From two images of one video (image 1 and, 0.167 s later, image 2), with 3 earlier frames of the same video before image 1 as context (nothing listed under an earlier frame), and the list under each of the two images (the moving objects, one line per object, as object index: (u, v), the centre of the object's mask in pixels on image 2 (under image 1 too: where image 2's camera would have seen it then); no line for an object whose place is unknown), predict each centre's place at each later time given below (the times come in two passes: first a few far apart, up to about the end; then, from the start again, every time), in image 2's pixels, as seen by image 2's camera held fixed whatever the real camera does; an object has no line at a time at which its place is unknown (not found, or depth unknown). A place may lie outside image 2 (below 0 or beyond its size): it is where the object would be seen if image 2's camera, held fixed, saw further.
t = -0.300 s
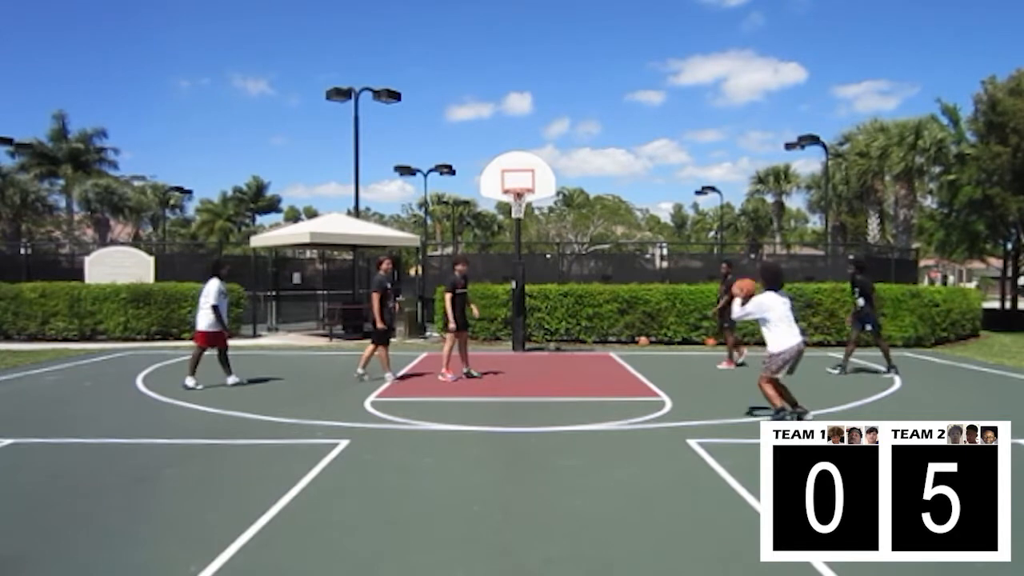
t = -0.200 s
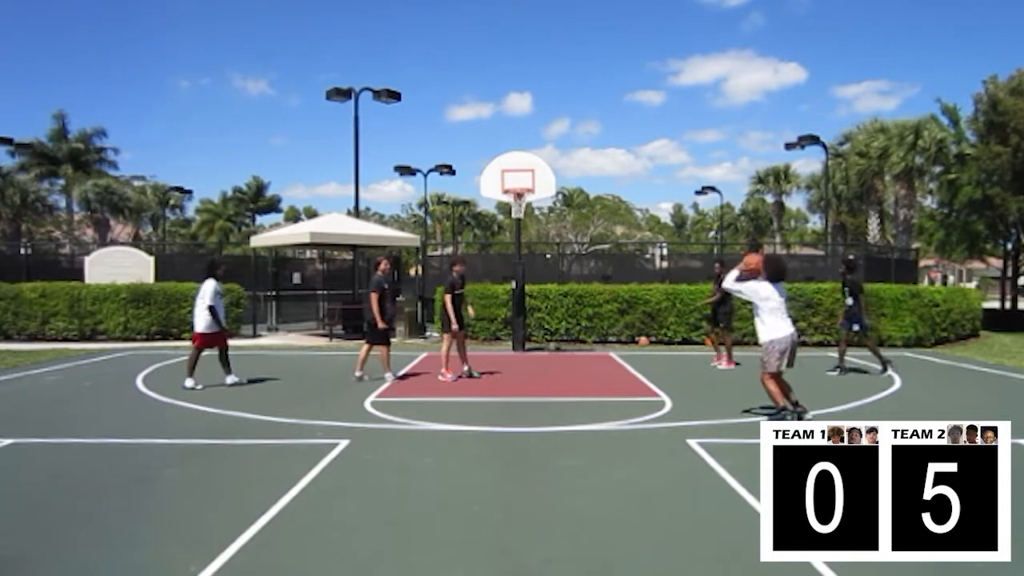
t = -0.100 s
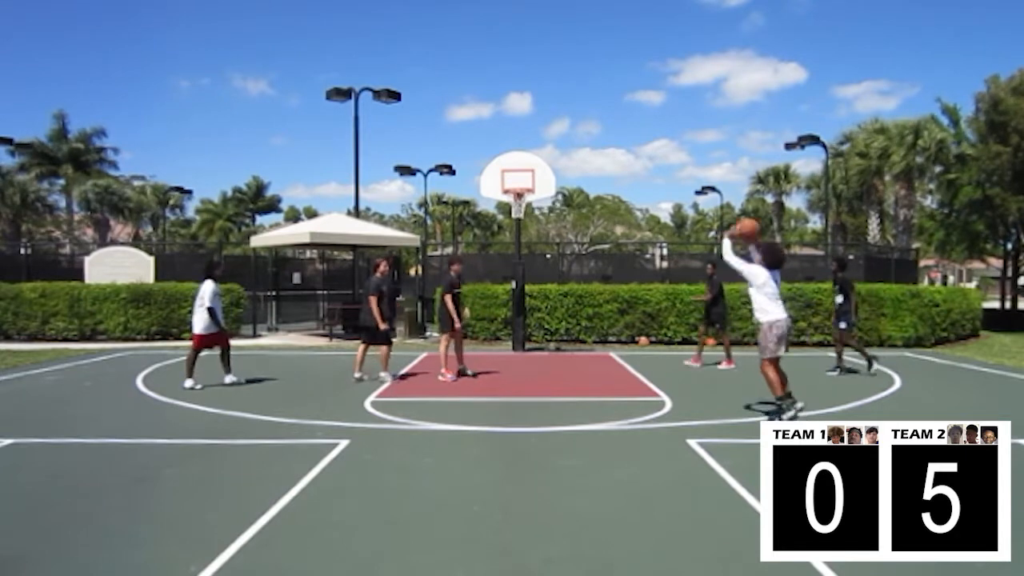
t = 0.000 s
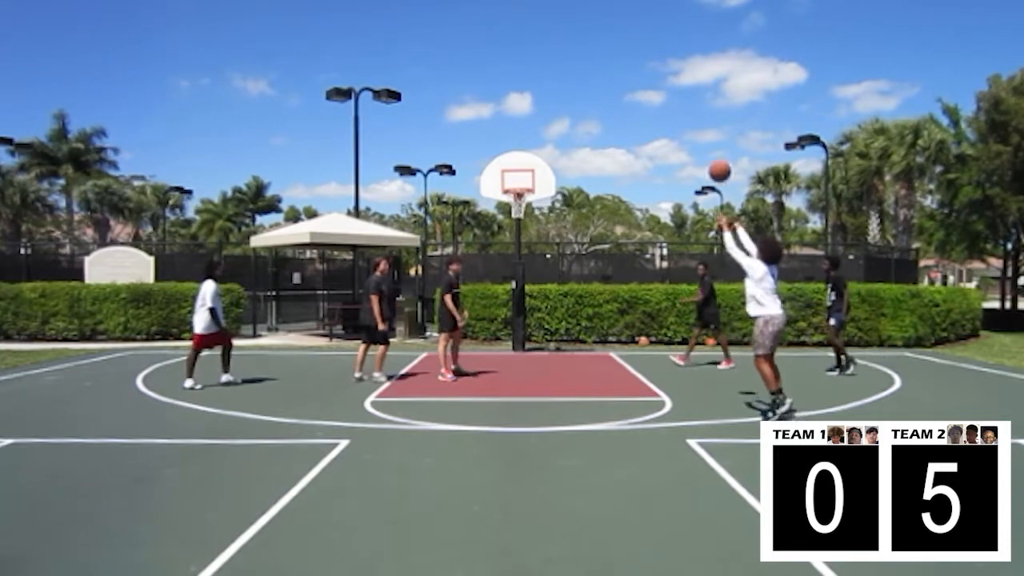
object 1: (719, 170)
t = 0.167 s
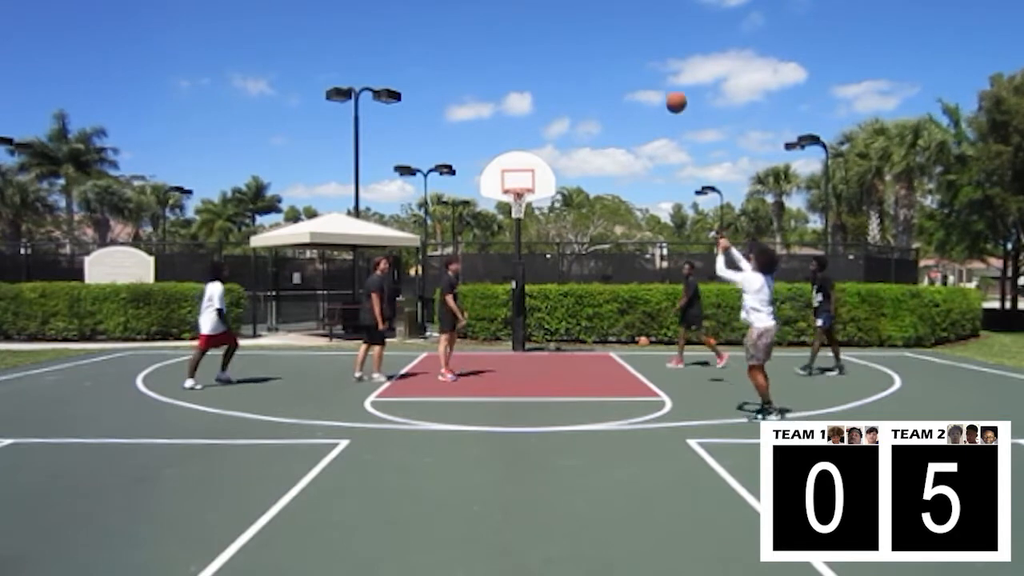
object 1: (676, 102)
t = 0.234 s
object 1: (660, 84)
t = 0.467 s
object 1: (613, 53)
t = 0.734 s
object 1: (569, 67)
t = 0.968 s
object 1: (537, 111)
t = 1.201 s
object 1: (512, 172)
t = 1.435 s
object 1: (538, 166)
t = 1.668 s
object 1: (579, 168)
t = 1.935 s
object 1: (626, 211)
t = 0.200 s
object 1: (668, 92)
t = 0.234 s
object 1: (660, 84)
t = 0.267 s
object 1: (653, 77)
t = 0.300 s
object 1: (646, 71)
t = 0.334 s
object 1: (639, 65)
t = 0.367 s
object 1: (632, 61)
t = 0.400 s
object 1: (625, 57)
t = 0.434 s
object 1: (619, 55)
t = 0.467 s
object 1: (613, 53)
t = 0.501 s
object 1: (607, 53)
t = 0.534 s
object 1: (601, 53)
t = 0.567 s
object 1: (595, 53)
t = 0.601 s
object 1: (590, 54)
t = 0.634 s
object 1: (584, 56)
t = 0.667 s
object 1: (579, 59)
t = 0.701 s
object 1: (574, 63)
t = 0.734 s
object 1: (569, 67)
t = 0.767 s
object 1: (564, 72)
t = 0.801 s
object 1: (559, 77)
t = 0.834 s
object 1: (554, 83)
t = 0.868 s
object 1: (550, 89)
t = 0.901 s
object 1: (545, 96)
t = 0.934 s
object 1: (541, 103)
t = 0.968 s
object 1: (537, 111)
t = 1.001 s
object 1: (532, 120)
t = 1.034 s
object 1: (529, 129)
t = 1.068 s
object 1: (524, 137)
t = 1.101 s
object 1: (521, 147)
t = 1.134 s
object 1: (517, 157)
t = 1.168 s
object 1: (514, 167)
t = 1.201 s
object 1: (512, 172)
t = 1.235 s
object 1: (510, 178)
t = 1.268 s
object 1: (508, 185)
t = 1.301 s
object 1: (514, 180)
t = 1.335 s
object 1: (520, 176)
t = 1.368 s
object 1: (526, 172)
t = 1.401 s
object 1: (532, 169)
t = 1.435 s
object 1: (538, 166)
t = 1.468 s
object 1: (543, 165)
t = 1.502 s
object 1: (549, 163)
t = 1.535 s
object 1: (556, 163)
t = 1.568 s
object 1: (561, 163)
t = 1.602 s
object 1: (567, 164)
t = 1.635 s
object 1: (573, 166)
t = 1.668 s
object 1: (579, 168)
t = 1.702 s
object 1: (585, 171)
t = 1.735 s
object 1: (591, 174)
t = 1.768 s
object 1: (597, 179)
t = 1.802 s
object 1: (603, 184)
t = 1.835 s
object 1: (608, 190)
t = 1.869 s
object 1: (614, 196)
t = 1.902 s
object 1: (620, 202)
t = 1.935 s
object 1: (626, 211)
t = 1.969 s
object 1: (633, 220)
